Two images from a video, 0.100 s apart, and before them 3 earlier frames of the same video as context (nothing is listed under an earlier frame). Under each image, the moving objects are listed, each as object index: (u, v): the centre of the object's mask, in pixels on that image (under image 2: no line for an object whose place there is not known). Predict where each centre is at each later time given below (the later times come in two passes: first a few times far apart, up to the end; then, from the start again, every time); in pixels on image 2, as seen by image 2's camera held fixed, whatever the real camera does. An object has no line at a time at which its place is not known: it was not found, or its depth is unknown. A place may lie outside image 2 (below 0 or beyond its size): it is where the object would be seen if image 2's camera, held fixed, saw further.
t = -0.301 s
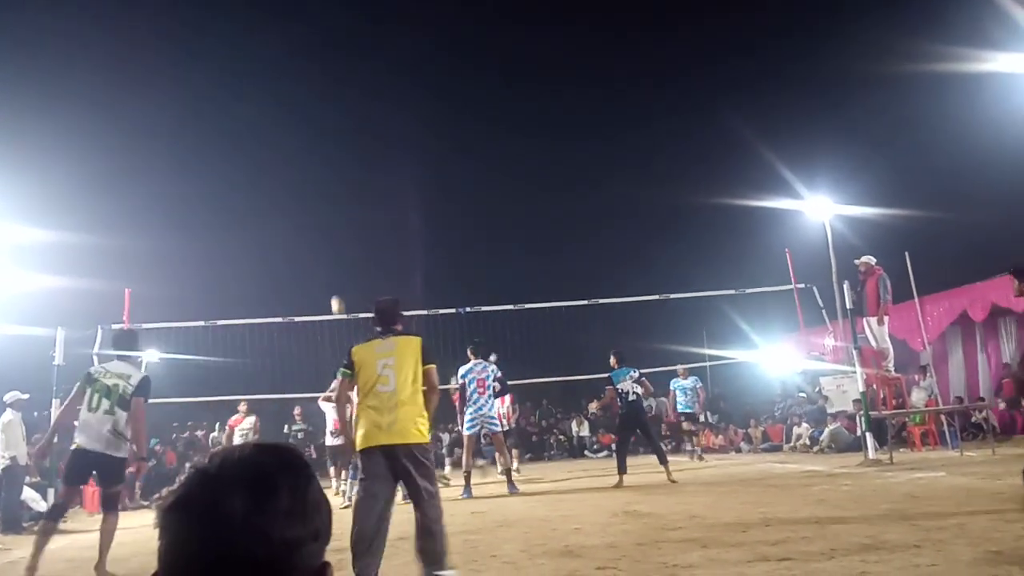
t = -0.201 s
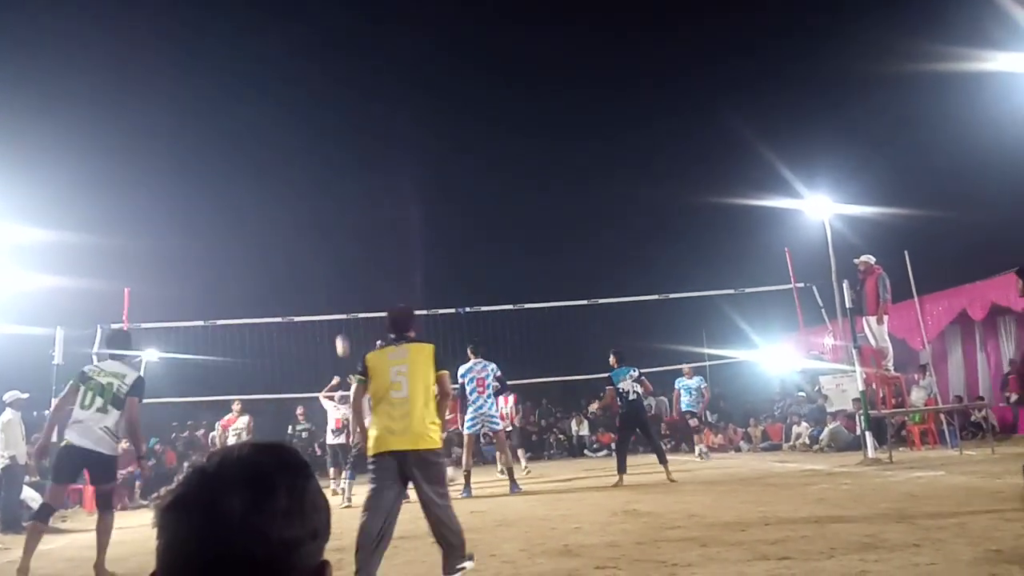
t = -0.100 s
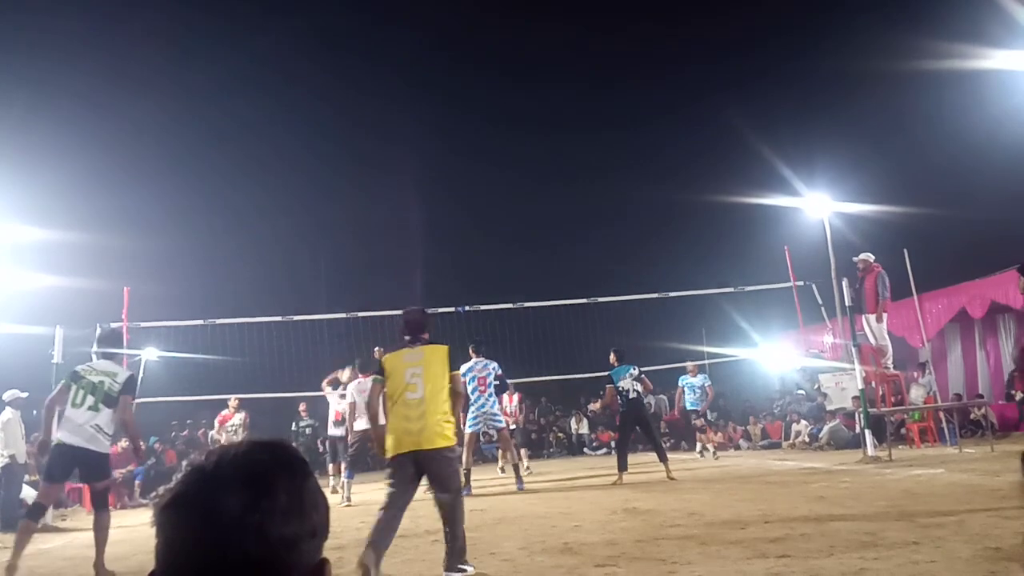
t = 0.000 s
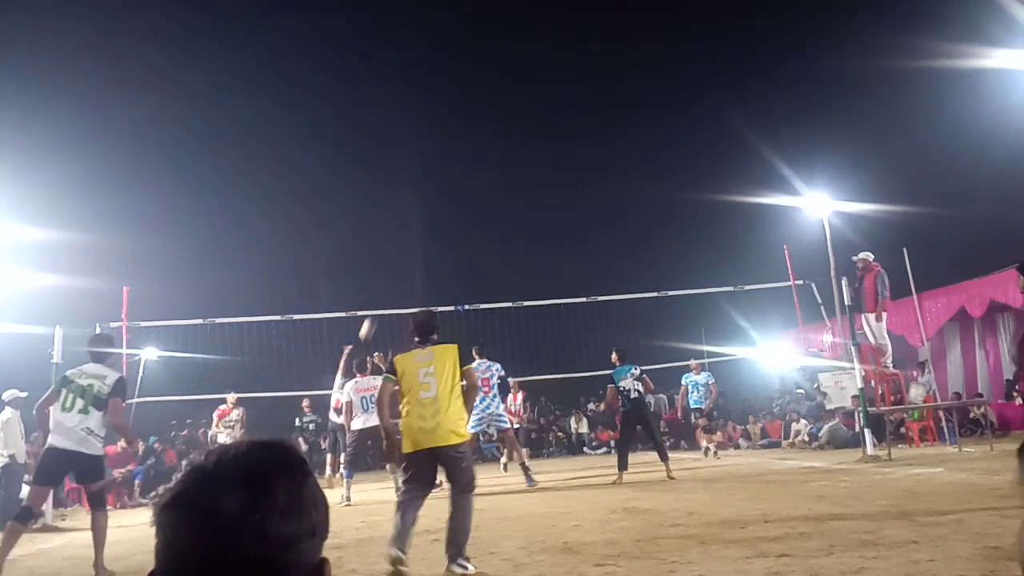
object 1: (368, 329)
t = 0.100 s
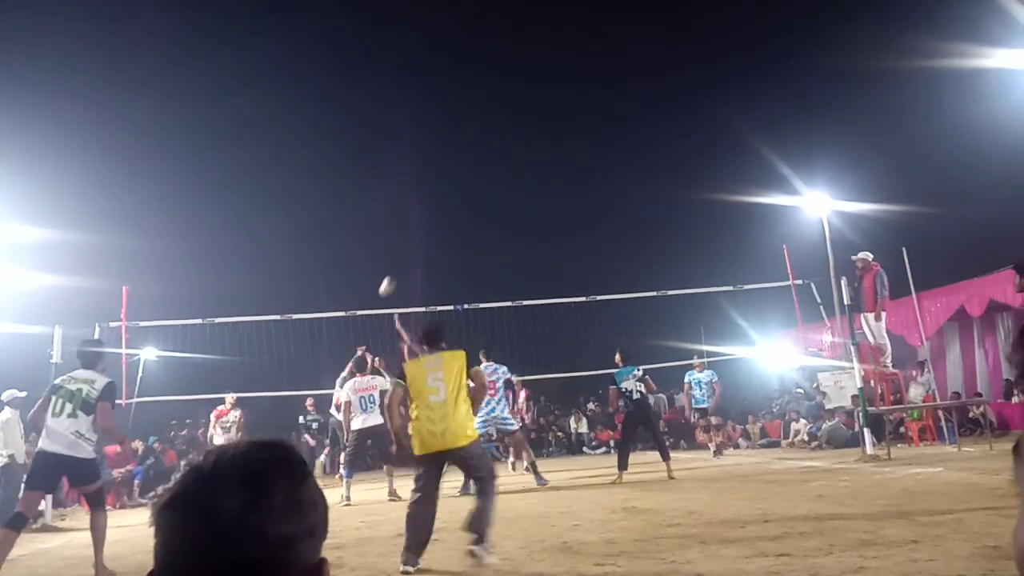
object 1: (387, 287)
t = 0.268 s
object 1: (420, 232)
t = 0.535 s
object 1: (472, 184)
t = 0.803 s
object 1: (525, 179)
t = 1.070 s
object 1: (579, 216)
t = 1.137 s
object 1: (592, 231)
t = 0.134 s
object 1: (393, 274)
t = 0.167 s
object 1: (400, 263)
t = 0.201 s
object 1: (407, 251)
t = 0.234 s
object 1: (413, 241)
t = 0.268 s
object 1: (420, 232)
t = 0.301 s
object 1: (426, 224)
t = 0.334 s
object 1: (433, 216)
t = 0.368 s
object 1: (439, 208)
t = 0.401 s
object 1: (445, 202)
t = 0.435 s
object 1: (452, 197)
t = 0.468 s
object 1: (459, 192)
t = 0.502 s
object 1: (465, 188)
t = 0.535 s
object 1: (472, 184)
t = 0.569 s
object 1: (479, 181)
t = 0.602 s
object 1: (485, 179)
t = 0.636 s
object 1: (491, 177)
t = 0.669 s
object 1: (497, 176)
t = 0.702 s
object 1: (503, 175)
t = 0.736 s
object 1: (510, 176)
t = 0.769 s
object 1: (518, 178)
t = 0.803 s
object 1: (525, 179)
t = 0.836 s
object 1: (531, 181)
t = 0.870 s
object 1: (538, 183)
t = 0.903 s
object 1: (545, 187)
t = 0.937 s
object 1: (552, 192)
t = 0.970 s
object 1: (559, 197)
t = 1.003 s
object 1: (565, 203)
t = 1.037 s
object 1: (572, 209)
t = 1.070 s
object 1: (579, 216)
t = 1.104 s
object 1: (586, 223)
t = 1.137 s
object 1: (592, 231)
